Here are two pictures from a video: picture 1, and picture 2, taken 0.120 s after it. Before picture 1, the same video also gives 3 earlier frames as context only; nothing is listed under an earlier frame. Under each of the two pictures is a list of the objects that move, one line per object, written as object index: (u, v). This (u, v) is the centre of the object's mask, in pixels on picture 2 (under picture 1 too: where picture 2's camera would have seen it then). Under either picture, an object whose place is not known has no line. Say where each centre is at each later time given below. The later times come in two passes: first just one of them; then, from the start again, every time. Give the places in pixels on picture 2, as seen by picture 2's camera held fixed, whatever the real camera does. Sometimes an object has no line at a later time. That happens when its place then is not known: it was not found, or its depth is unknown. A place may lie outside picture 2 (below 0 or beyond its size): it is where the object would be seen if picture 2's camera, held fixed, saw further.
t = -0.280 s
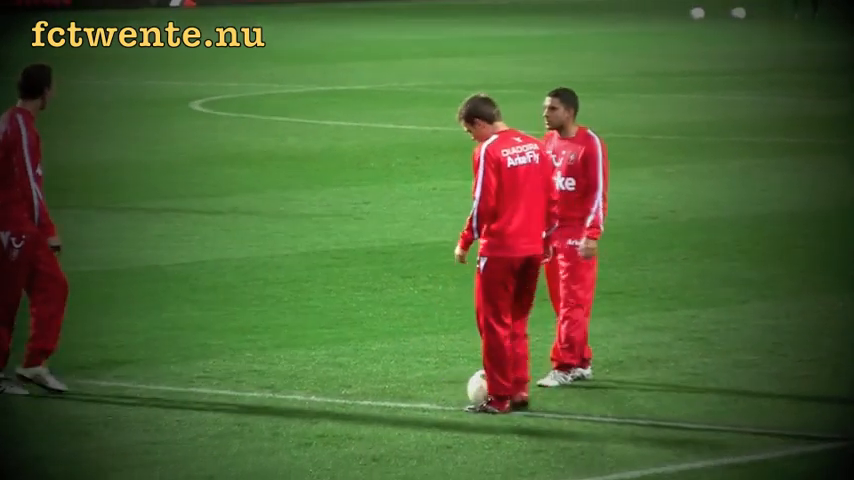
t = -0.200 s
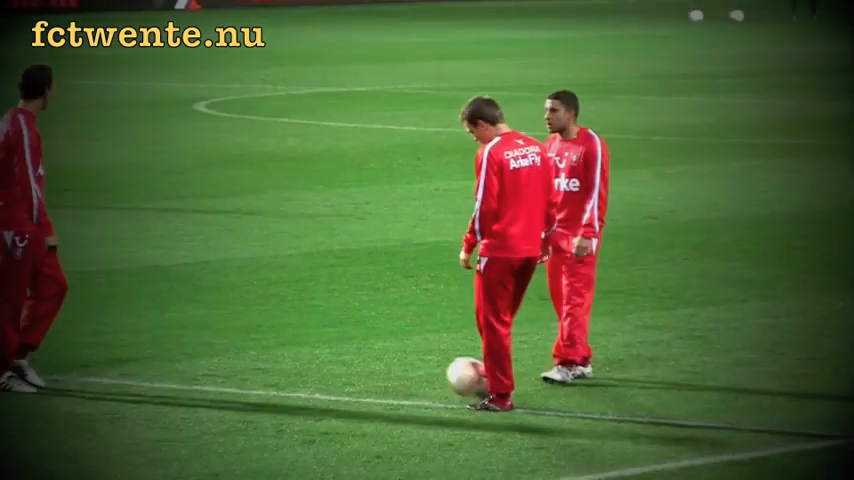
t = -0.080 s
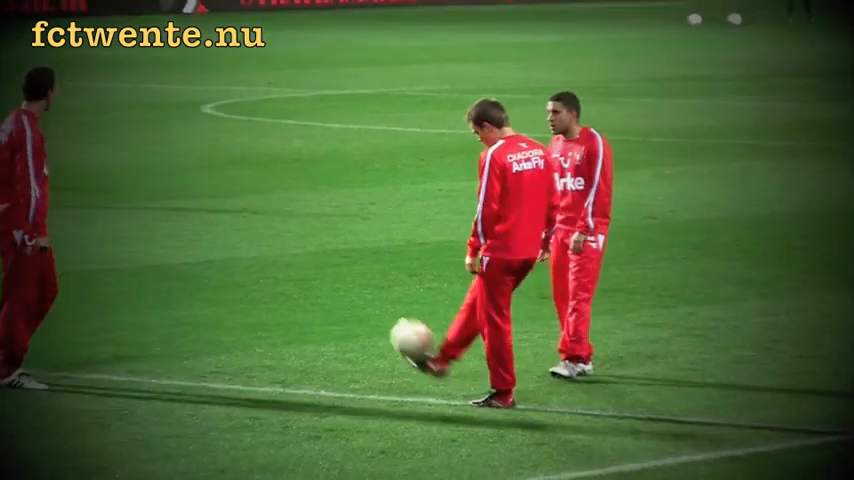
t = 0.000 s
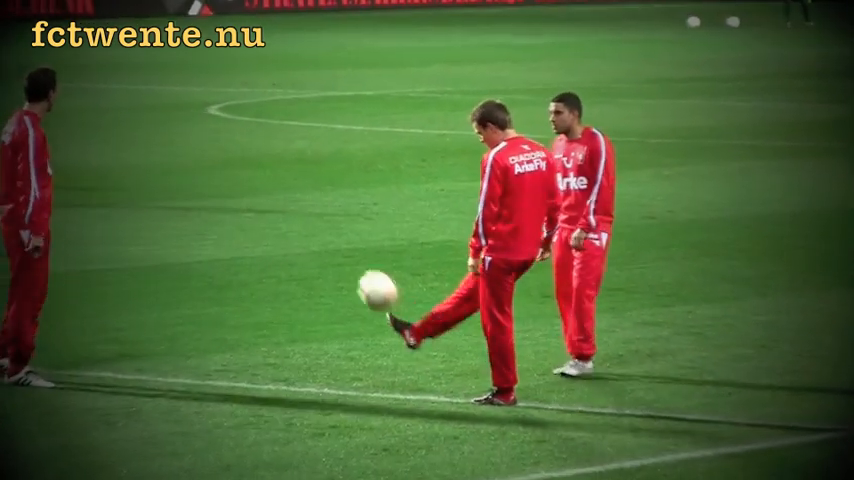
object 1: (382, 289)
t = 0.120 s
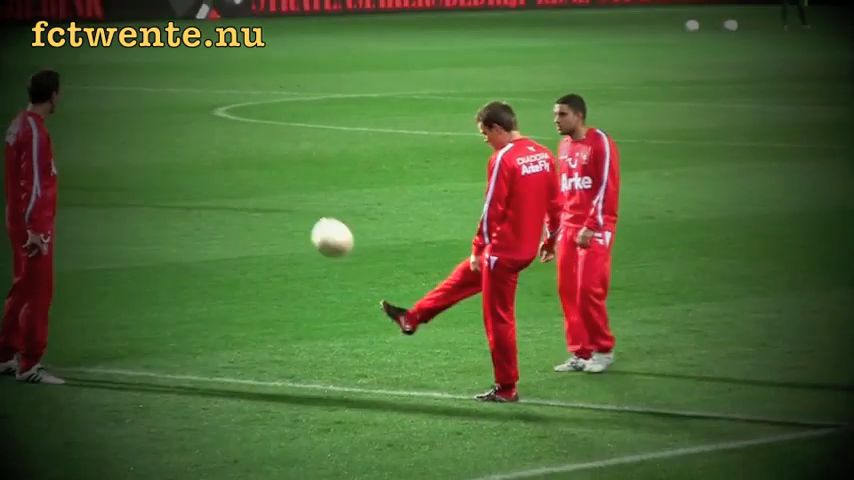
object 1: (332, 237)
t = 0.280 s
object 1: (265, 203)
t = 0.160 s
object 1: (315, 225)
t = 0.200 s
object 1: (298, 215)
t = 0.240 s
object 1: (281, 208)
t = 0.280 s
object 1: (265, 203)
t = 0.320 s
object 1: (249, 201)
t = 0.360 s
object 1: (232, 202)
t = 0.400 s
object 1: (215, 205)
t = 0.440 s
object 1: (198, 211)
